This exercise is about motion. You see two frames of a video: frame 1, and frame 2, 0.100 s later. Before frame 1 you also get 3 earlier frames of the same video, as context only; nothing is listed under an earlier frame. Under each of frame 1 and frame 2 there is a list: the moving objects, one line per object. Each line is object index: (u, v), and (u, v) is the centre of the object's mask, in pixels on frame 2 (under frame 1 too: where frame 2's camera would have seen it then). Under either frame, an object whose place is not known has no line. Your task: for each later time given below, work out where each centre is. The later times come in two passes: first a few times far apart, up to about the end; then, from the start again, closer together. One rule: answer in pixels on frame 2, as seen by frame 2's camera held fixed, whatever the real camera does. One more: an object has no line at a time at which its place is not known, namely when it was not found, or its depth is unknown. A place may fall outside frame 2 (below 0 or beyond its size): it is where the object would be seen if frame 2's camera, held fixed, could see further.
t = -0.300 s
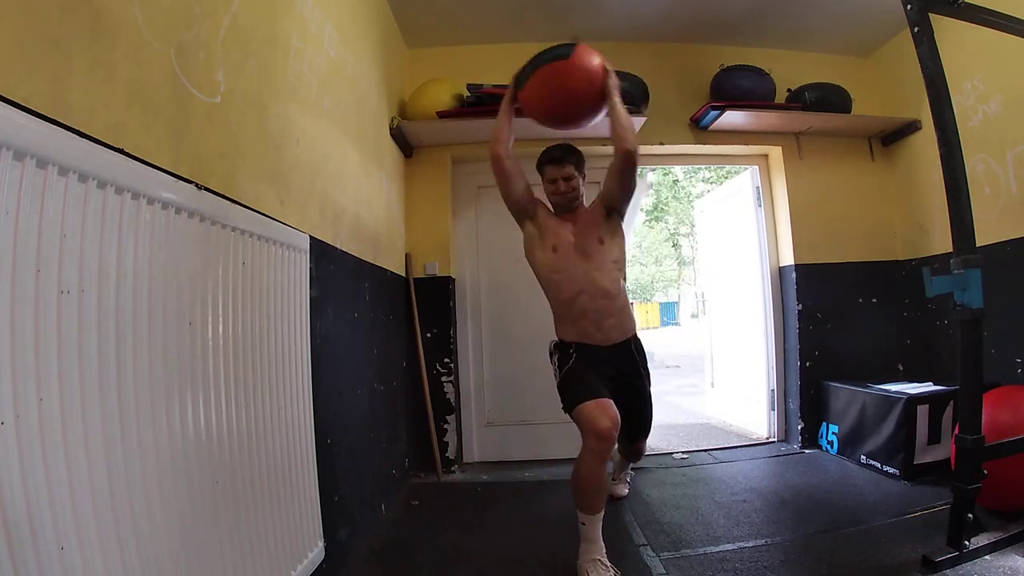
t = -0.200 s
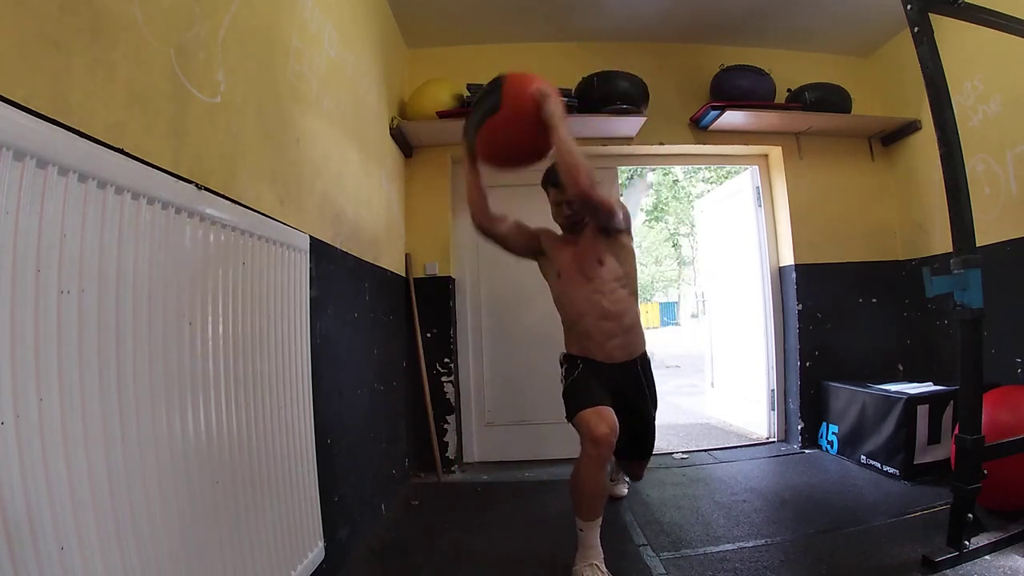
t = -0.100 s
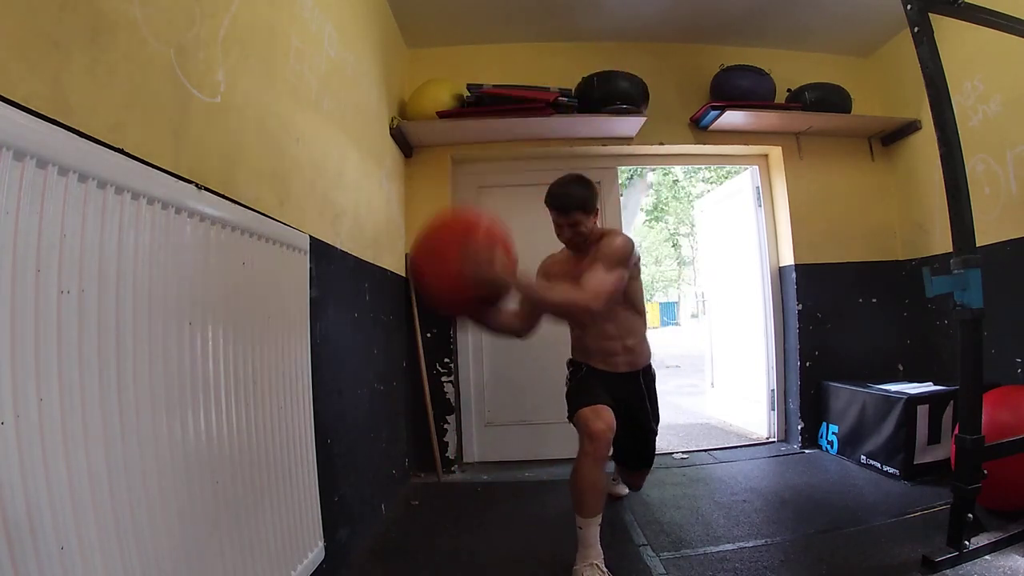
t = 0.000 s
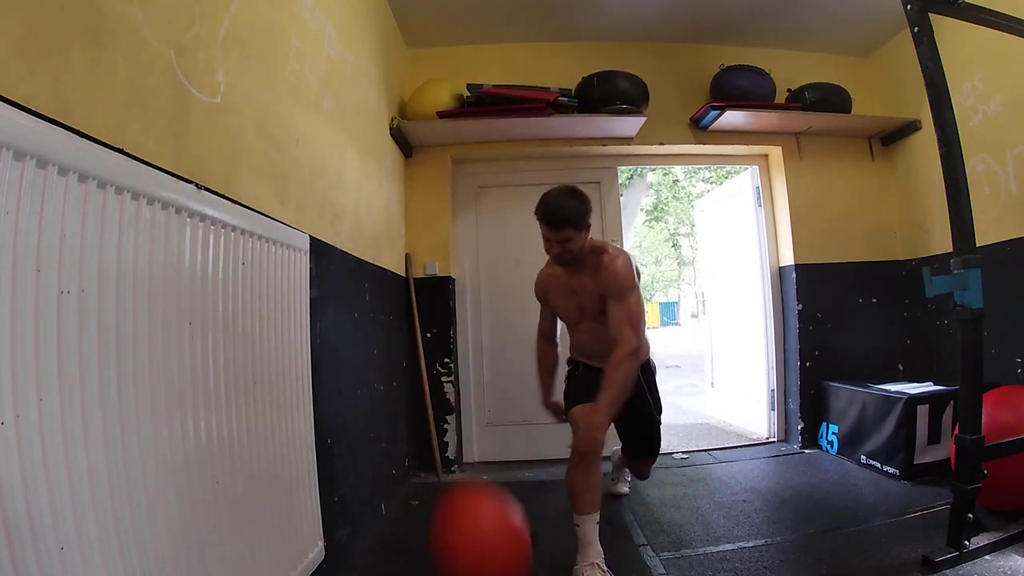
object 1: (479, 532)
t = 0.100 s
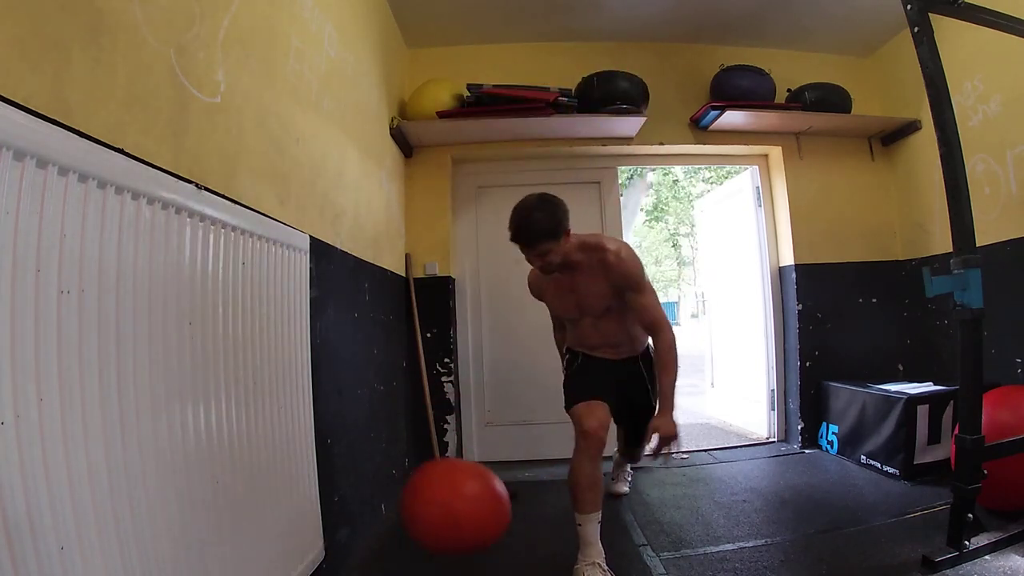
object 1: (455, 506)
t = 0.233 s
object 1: (418, 456)
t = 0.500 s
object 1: (372, 494)
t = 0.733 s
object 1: (407, 536)
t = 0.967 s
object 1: (434, 539)
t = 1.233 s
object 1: (441, 538)
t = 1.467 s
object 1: (437, 538)
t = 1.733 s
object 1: (437, 538)
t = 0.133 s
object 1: (446, 490)
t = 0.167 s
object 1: (437, 476)
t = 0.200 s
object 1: (427, 464)
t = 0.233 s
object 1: (418, 456)
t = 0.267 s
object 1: (409, 451)
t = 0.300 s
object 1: (400, 449)
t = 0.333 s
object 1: (392, 449)
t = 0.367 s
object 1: (384, 454)
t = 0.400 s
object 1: (376, 461)
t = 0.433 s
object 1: (368, 472)
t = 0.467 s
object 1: (367, 482)
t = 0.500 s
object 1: (372, 494)
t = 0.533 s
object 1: (377, 510)
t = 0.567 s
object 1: (383, 527)
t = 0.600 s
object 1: (388, 539)
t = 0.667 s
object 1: (398, 541)
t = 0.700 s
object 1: (402, 538)
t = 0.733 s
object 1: (407, 536)
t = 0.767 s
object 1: (412, 536)
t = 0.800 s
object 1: (417, 537)
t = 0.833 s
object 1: (422, 540)
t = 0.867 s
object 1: (426, 541)
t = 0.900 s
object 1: (428, 540)
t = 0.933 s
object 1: (431, 539)
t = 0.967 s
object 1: (434, 539)
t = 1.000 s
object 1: (436, 539)
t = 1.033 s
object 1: (438, 539)
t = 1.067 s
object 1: (439, 538)
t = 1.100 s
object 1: (439, 538)
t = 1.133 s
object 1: (440, 538)
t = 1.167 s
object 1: (440, 537)
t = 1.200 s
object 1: (441, 537)
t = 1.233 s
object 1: (441, 538)
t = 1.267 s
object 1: (441, 538)
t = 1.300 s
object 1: (440, 537)
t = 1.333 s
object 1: (439, 537)
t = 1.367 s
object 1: (439, 537)
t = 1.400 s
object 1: (438, 538)
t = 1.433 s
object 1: (438, 538)
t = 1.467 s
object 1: (437, 538)
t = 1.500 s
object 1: (437, 538)
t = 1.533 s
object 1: (437, 538)
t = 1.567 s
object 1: (437, 538)
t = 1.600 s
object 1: (437, 538)
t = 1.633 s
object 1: (437, 538)
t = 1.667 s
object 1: (436, 538)
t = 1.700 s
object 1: (437, 538)
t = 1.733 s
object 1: (437, 538)
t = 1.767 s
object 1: (436, 538)
